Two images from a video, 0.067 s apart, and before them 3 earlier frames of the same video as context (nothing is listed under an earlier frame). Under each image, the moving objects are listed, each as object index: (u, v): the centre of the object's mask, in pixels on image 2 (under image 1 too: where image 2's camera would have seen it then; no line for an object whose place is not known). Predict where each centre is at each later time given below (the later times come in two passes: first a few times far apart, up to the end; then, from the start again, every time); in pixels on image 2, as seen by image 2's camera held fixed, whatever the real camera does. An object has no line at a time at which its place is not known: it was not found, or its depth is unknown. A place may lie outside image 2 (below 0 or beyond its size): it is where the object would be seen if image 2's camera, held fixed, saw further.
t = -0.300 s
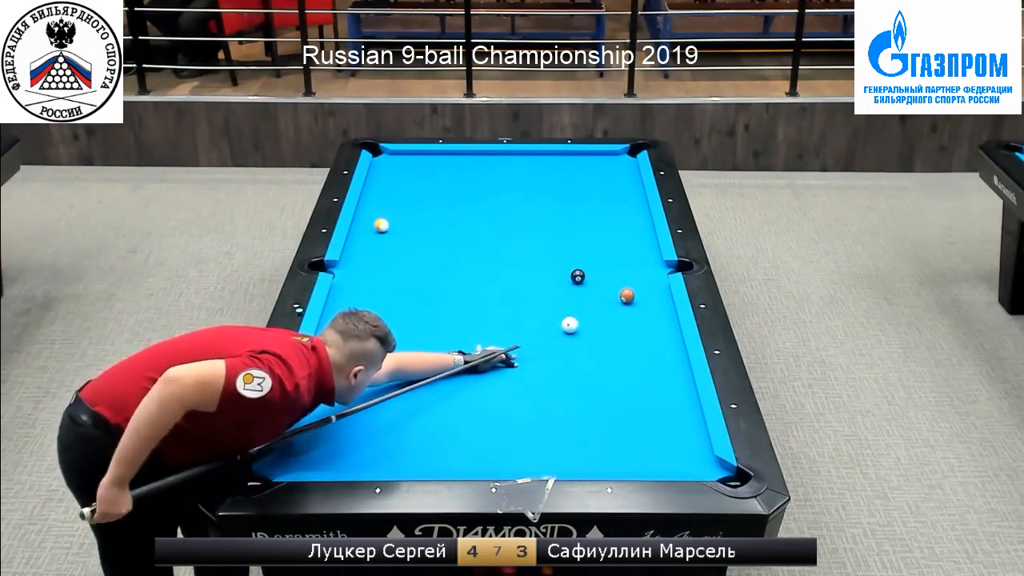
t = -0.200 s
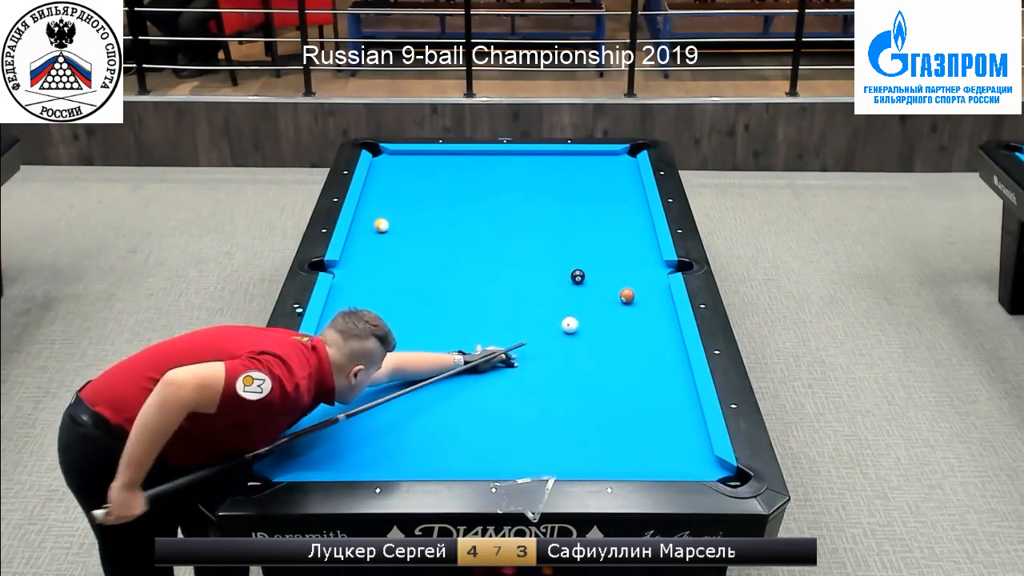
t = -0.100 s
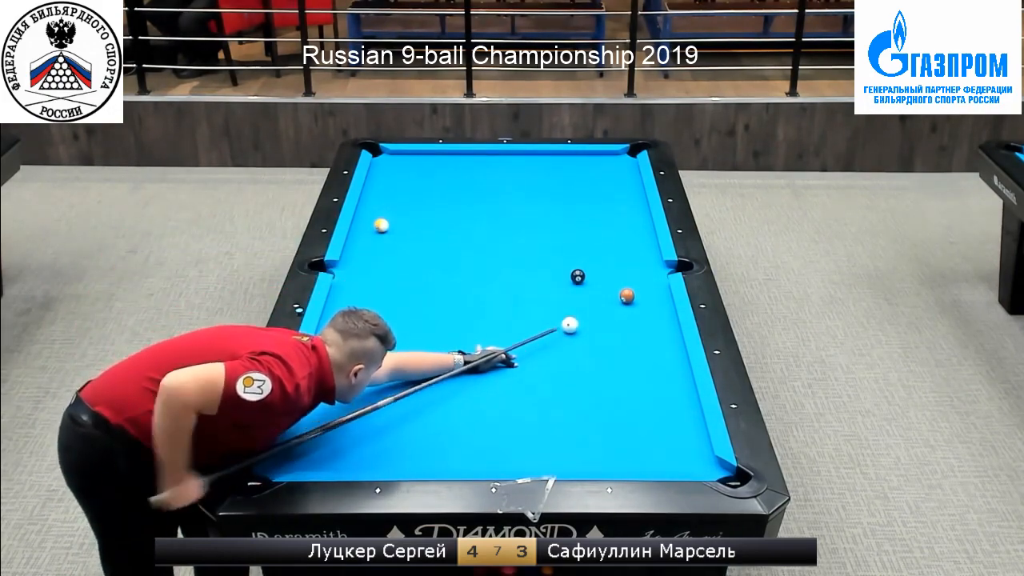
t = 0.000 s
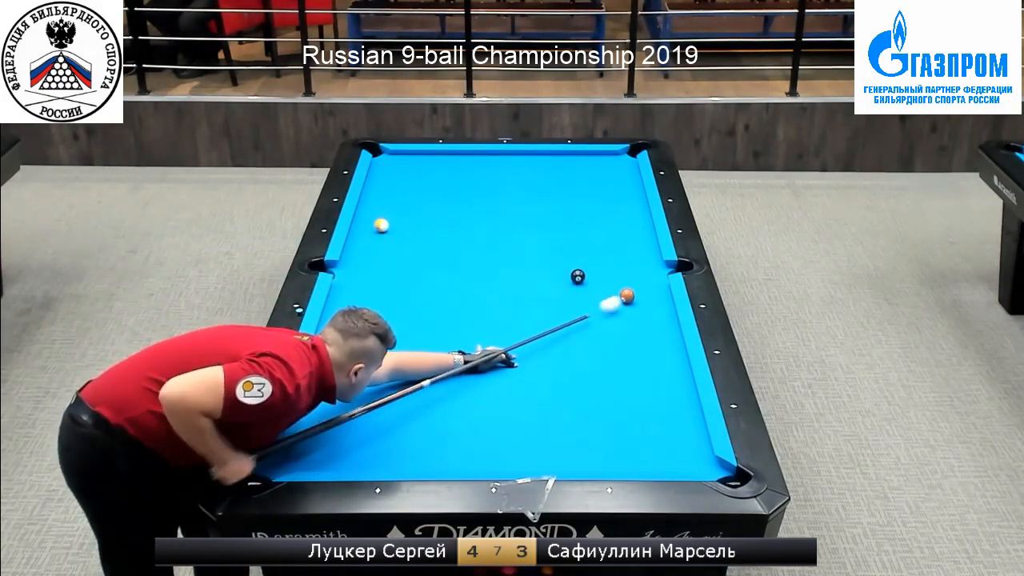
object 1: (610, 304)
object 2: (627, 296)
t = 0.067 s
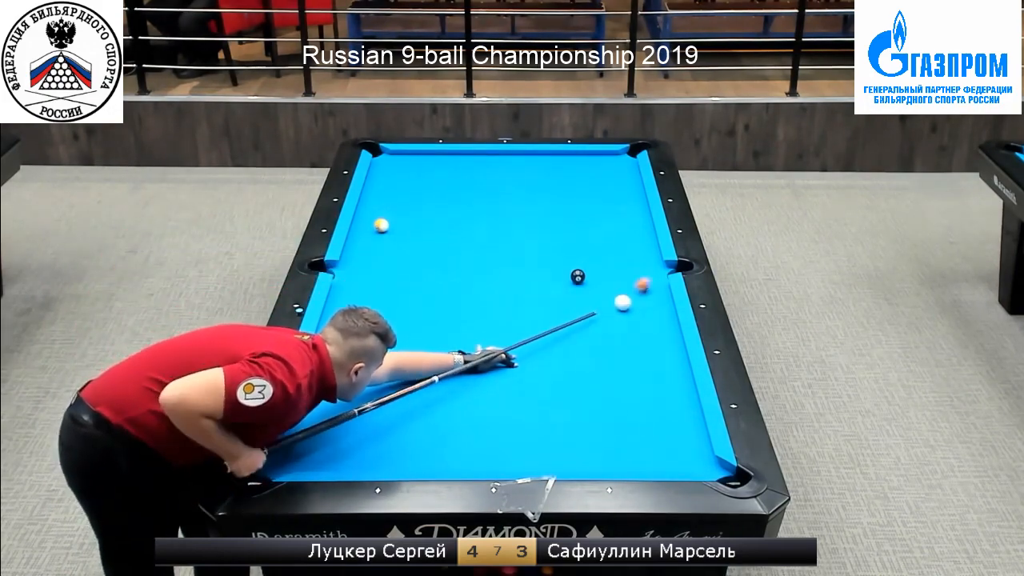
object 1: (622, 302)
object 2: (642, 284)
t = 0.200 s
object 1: (638, 303)
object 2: (675, 268)
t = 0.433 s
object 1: (660, 298)
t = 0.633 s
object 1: (642, 296)
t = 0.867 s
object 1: (623, 294)
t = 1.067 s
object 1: (608, 292)
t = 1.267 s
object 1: (593, 291)
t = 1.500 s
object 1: (578, 289)
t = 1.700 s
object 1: (566, 288)
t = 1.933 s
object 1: (554, 287)
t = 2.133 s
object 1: (544, 286)
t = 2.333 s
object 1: (535, 285)
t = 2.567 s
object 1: (527, 284)
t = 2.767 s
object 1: (520, 283)
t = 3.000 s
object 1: (513, 282)
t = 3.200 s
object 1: (509, 282)
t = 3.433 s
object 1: (505, 282)
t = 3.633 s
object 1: (502, 282)
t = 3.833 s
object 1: (501, 281)
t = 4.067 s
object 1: (501, 281)
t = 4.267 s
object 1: (501, 281)
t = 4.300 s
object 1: (501, 281)
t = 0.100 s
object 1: (626, 303)
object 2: (653, 277)
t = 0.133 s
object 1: (629, 303)
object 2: (663, 270)
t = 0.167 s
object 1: (633, 303)
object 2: (671, 266)
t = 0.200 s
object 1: (638, 303)
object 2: (675, 268)
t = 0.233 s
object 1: (643, 302)
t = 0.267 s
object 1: (648, 301)
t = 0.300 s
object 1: (653, 300)
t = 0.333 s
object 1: (658, 300)
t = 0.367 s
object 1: (663, 299)
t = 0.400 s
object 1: (664, 298)
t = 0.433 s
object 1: (660, 298)
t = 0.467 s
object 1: (657, 298)
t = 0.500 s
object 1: (654, 297)
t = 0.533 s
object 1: (651, 297)
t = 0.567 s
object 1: (648, 296)
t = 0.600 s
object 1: (645, 296)
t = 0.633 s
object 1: (642, 296)
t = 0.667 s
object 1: (639, 296)
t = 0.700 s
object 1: (636, 295)
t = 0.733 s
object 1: (633, 295)
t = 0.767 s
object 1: (631, 295)
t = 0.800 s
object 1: (628, 294)
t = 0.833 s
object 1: (625, 294)
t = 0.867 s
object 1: (623, 294)
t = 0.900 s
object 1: (620, 294)
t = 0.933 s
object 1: (617, 293)
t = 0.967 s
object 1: (615, 293)
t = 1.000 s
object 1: (612, 293)
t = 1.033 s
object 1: (610, 293)
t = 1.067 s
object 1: (608, 292)
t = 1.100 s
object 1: (605, 292)
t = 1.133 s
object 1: (603, 292)
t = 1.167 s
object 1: (600, 291)
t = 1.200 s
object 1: (598, 291)
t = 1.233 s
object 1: (596, 291)
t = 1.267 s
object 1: (593, 291)
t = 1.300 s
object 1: (592, 291)
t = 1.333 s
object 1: (589, 290)
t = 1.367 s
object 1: (587, 290)
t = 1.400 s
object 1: (585, 290)
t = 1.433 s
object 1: (583, 290)
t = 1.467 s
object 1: (580, 290)
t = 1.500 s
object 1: (578, 289)
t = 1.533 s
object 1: (576, 289)
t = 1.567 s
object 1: (574, 289)
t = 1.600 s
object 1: (572, 289)
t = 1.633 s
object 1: (570, 289)
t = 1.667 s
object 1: (568, 288)
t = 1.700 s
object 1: (566, 288)
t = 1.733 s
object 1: (564, 288)
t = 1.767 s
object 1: (563, 288)
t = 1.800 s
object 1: (561, 287)
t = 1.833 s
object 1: (560, 287)
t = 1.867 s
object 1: (557, 287)
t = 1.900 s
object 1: (555, 287)
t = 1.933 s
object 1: (554, 287)
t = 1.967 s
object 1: (552, 287)
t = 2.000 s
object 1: (551, 286)
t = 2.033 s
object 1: (549, 286)
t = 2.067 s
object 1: (547, 286)
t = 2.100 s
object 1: (545, 286)
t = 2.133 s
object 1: (544, 286)
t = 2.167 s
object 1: (543, 286)
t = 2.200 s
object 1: (541, 285)
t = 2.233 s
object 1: (540, 285)
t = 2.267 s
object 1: (538, 285)
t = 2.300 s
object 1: (537, 285)
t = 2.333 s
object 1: (535, 285)
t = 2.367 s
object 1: (534, 285)
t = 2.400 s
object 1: (533, 285)
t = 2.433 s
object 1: (532, 285)
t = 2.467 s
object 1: (530, 284)
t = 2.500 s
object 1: (529, 284)
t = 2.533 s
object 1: (528, 284)
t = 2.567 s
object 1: (527, 284)
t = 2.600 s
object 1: (525, 284)
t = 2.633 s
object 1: (524, 284)
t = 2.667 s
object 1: (523, 284)
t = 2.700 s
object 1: (522, 283)
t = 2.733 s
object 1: (521, 283)
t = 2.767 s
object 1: (520, 283)
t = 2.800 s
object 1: (519, 283)
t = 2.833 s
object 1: (518, 283)
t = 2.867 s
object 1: (517, 283)
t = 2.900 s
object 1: (516, 283)
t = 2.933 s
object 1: (515, 283)
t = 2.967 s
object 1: (514, 283)
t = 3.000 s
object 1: (513, 282)
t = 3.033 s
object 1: (513, 282)
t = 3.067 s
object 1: (512, 282)
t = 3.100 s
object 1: (511, 282)
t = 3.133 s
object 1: (511, 282)
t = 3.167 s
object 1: (510, 282)
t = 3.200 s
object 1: (509, 282)
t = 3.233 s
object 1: (508, 282)
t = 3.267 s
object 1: (508, 282)
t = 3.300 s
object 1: (507, 282)
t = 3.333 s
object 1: (506, 282)
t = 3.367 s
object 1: (506, 282)
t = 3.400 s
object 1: (505, 282)
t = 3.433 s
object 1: (505, 282)
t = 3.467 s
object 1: (505, 282)
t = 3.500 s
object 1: (504, 282)
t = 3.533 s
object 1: (504, 282)
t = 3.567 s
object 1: (503, 282)
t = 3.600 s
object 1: (503, 282)
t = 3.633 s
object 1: (502, 282)
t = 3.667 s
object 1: (502, 282)
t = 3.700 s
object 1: (502, 281)
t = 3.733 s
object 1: (501, 281)
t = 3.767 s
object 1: (501, 281)
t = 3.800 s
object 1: (501, 281)
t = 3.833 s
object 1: (501, 281)
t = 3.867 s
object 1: (501, 281)
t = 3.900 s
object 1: (501, 281)
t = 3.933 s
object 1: (501, 281)
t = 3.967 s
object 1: (501, 281)
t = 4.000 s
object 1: (501, 281)
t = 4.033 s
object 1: (501, 281)
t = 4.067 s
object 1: (501, 281)
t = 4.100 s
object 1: (501, 281)
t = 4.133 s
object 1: (501, 281)
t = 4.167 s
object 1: (501, 281)
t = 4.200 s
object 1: (501, 281)
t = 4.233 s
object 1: (501, 281)
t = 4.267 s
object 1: (501, 281)
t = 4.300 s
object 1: (501, 281)
